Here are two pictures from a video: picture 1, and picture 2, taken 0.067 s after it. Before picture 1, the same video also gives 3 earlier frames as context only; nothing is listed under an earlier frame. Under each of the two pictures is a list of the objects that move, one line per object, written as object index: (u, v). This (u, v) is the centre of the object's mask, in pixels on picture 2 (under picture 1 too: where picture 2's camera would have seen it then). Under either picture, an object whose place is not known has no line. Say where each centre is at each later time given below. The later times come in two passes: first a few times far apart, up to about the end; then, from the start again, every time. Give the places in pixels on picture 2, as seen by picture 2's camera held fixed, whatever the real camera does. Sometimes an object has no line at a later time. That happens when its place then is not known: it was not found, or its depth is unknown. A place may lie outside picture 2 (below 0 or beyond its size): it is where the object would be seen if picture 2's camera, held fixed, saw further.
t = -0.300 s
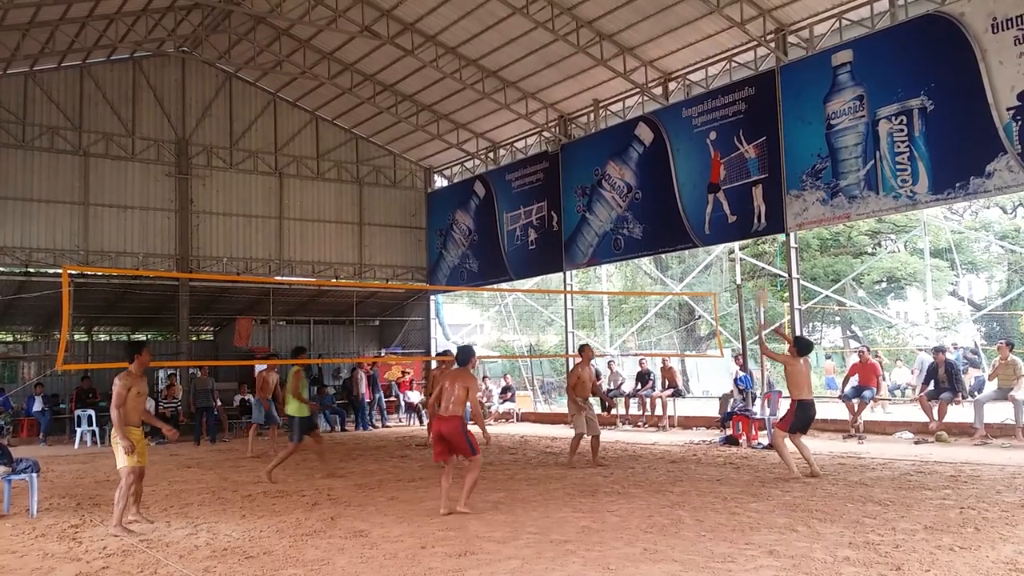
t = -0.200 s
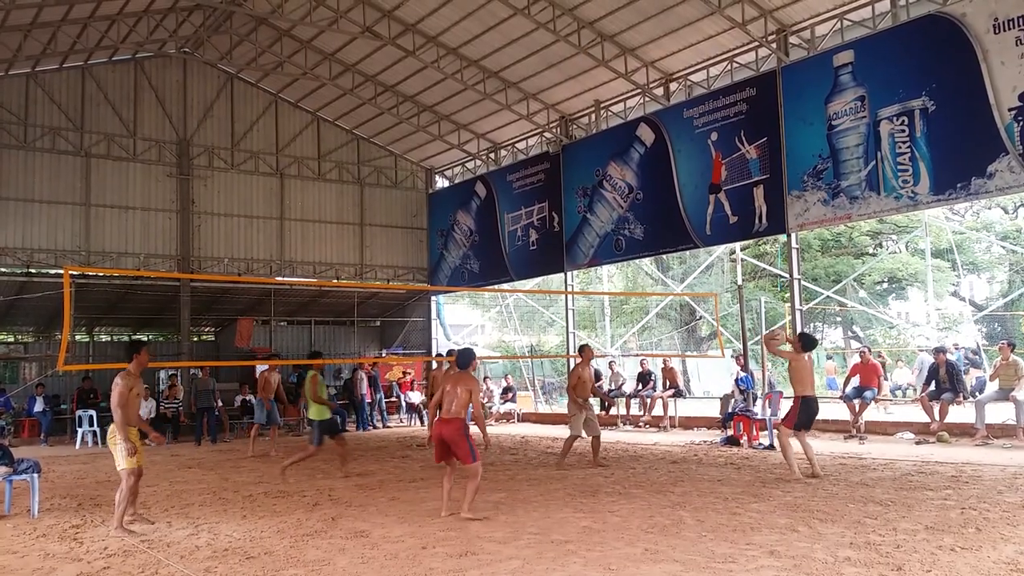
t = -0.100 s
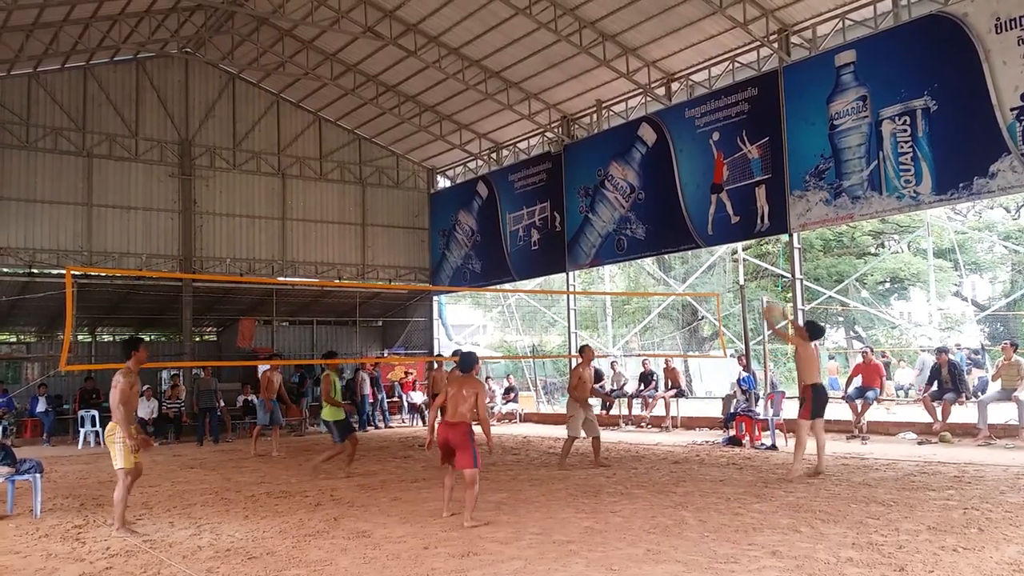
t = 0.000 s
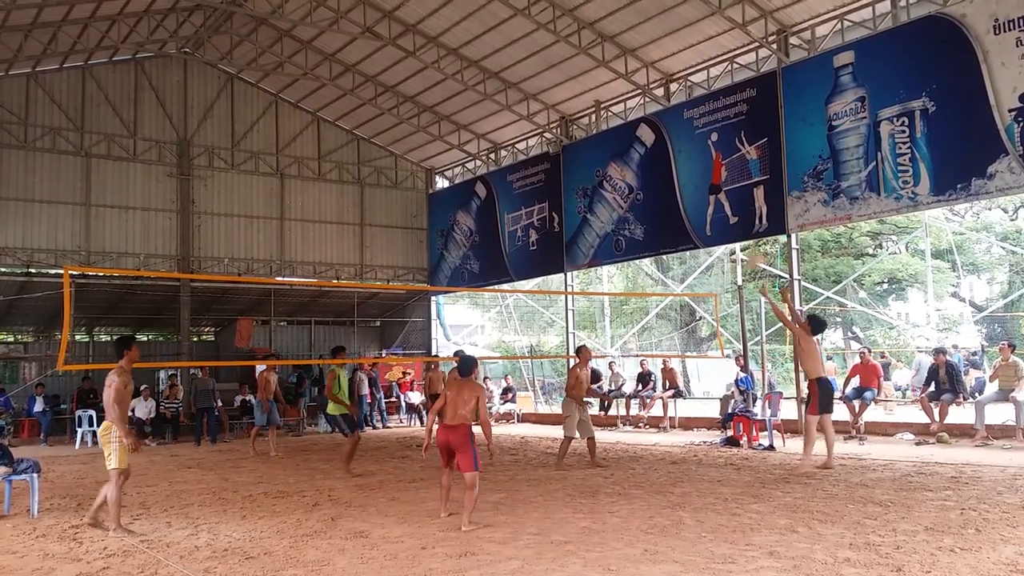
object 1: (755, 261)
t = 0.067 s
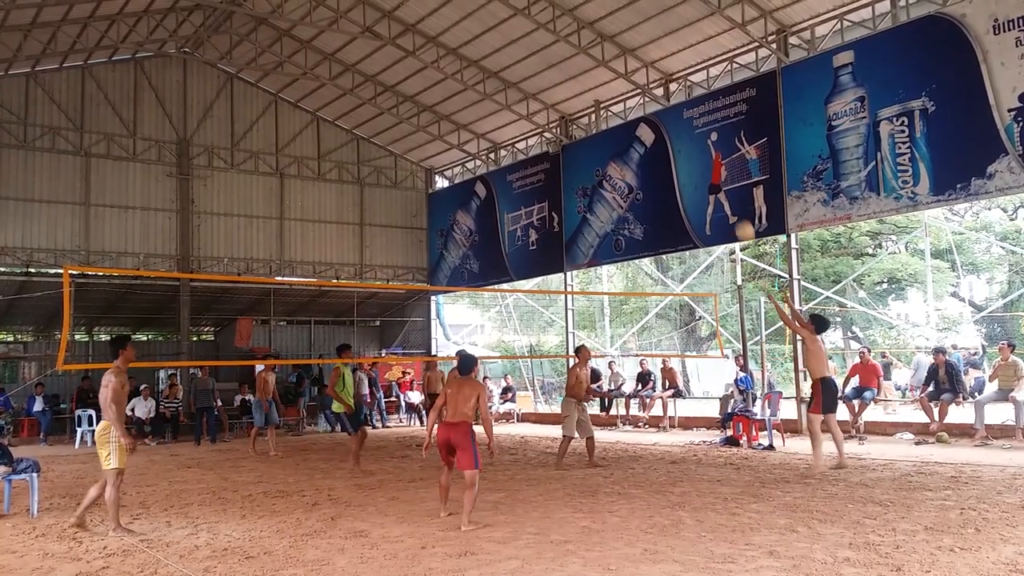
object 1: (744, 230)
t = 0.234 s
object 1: (721, 177)
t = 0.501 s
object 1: (688, 137)
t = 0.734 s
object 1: (662, 147)
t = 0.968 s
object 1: (640, 196)
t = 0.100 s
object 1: (740, 219)
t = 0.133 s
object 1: (736, 206)
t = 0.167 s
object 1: (732, 197)
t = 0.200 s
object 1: (727, 187)
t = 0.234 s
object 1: (721, 177)
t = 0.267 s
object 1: (717, 169)
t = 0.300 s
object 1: (713, 162)
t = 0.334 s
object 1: (708, 155)
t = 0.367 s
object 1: (704, 150)
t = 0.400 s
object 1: (700, 145)
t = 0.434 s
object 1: (696, 142)
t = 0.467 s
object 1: (692, 139)
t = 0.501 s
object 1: (688, 137)
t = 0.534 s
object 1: (684, 136)
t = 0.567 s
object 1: (680, 135)
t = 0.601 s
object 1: (677, 136)
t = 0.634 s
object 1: (673, 137)
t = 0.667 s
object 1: (669, 140)
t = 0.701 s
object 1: (666, 143)
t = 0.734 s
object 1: (662, 147)
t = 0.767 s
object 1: (659, 151)
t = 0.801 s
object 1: (655, 157)
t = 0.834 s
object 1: (652, 163)
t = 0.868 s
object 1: (649, 170)
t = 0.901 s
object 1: (646, 178)
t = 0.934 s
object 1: (643, 186)
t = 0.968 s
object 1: (640, 196)
